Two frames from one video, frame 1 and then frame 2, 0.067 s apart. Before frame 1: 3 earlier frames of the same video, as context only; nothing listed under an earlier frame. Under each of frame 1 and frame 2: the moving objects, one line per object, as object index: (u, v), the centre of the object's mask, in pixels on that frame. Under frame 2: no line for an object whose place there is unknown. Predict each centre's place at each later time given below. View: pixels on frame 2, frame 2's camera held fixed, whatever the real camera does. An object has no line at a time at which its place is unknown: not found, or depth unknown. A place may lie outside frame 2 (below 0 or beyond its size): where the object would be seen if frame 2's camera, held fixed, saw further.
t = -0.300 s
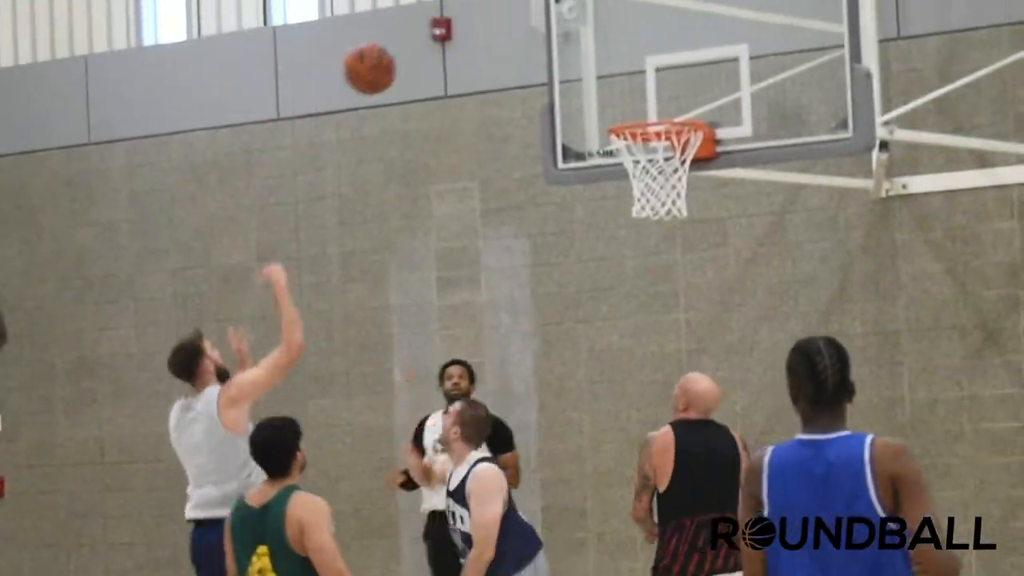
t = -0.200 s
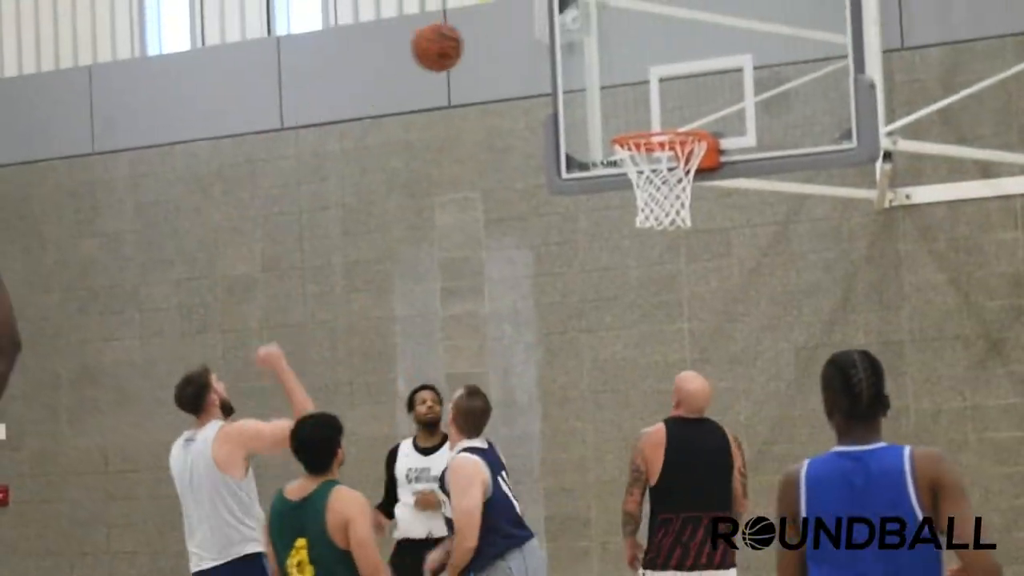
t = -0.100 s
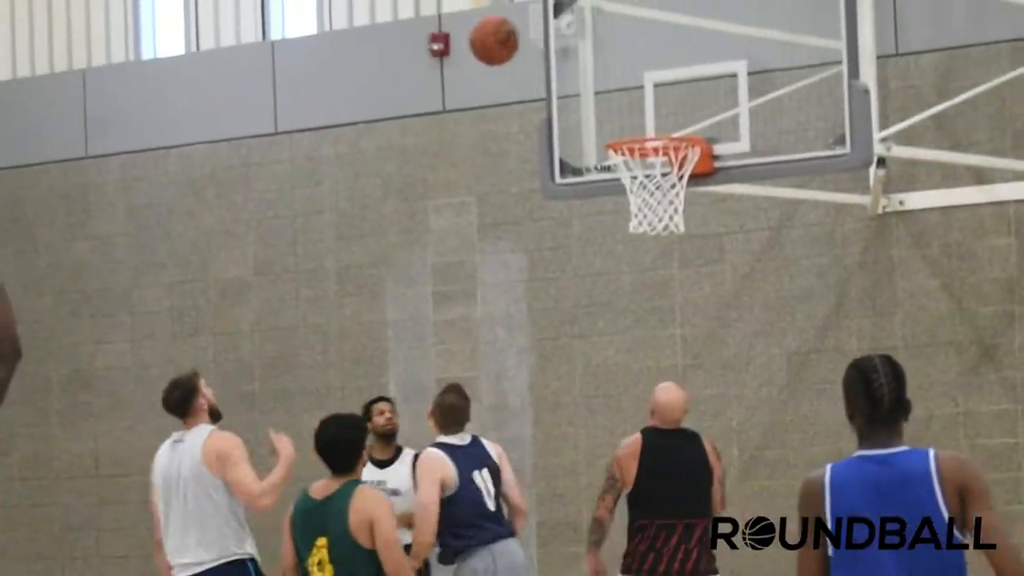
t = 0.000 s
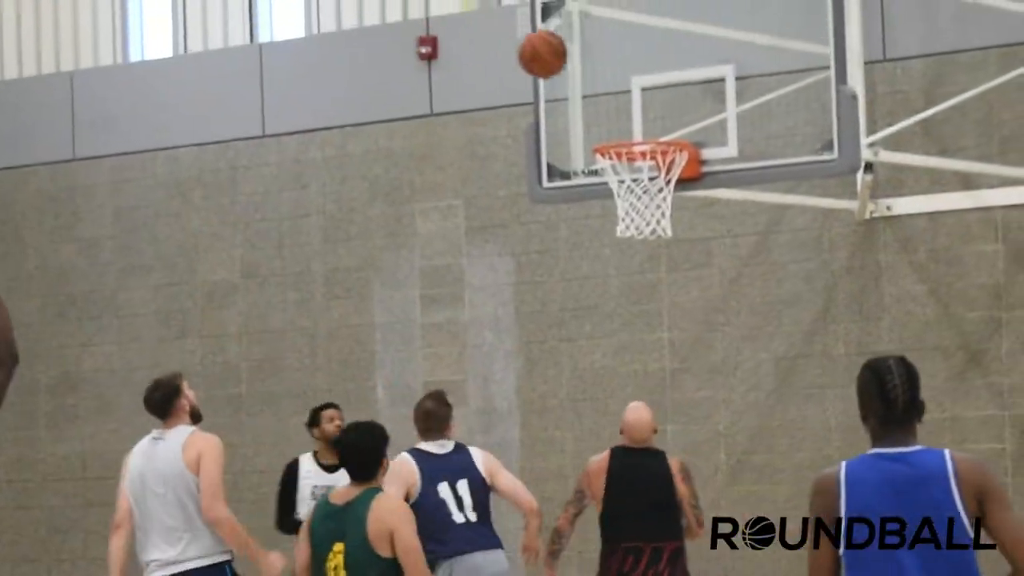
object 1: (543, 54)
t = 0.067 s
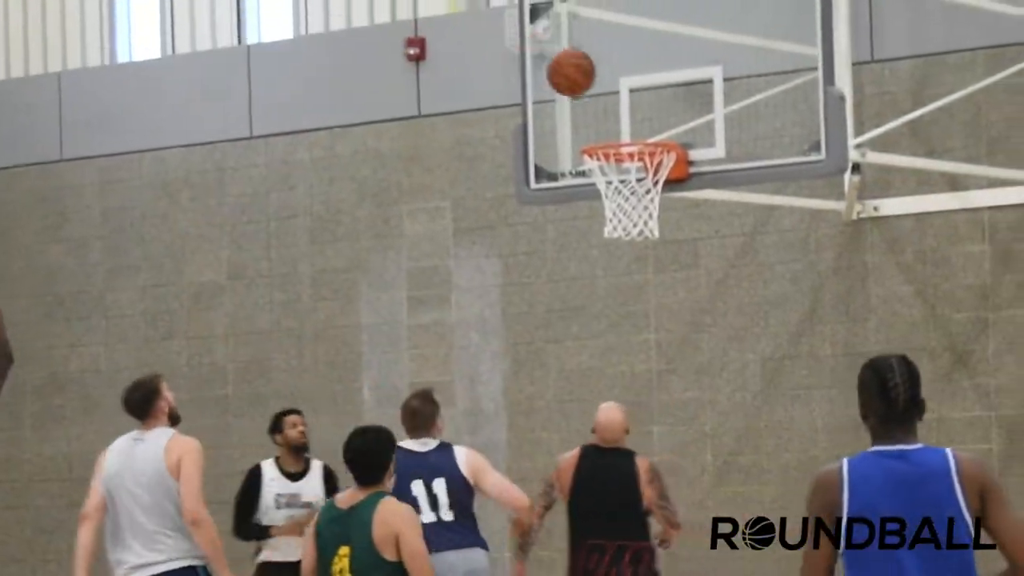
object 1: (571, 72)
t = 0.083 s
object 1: (581, 77)
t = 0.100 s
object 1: (591, 83)
